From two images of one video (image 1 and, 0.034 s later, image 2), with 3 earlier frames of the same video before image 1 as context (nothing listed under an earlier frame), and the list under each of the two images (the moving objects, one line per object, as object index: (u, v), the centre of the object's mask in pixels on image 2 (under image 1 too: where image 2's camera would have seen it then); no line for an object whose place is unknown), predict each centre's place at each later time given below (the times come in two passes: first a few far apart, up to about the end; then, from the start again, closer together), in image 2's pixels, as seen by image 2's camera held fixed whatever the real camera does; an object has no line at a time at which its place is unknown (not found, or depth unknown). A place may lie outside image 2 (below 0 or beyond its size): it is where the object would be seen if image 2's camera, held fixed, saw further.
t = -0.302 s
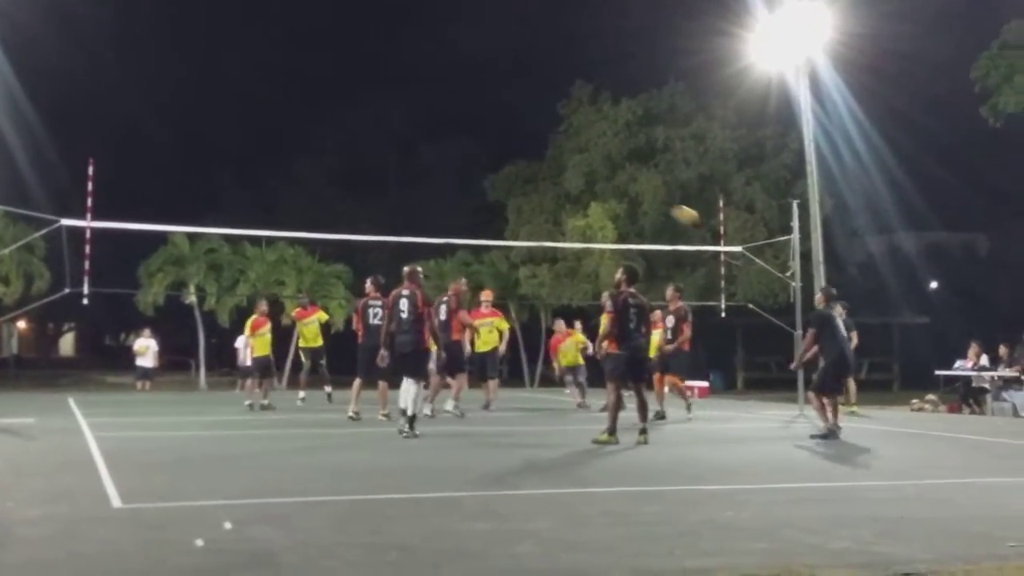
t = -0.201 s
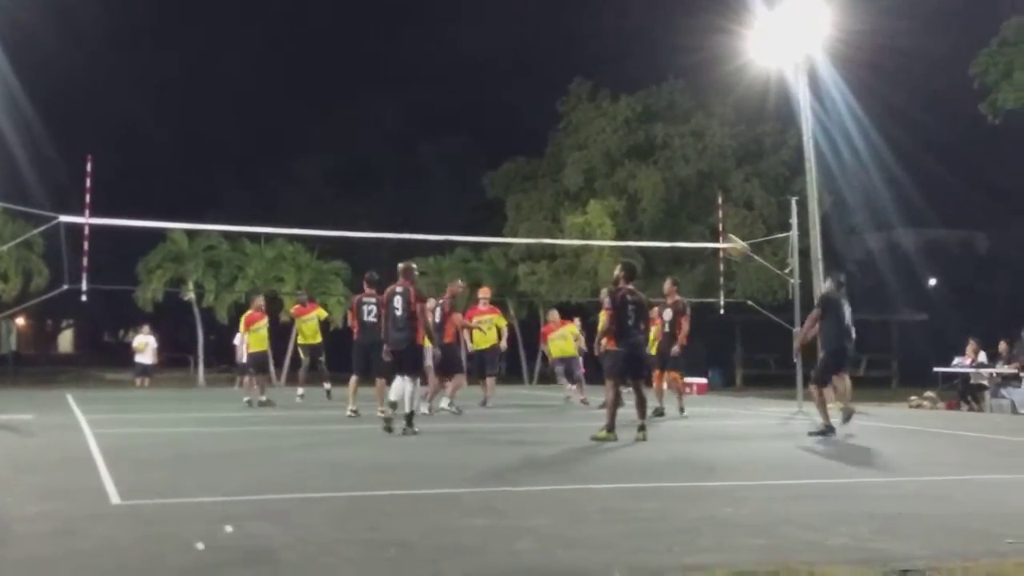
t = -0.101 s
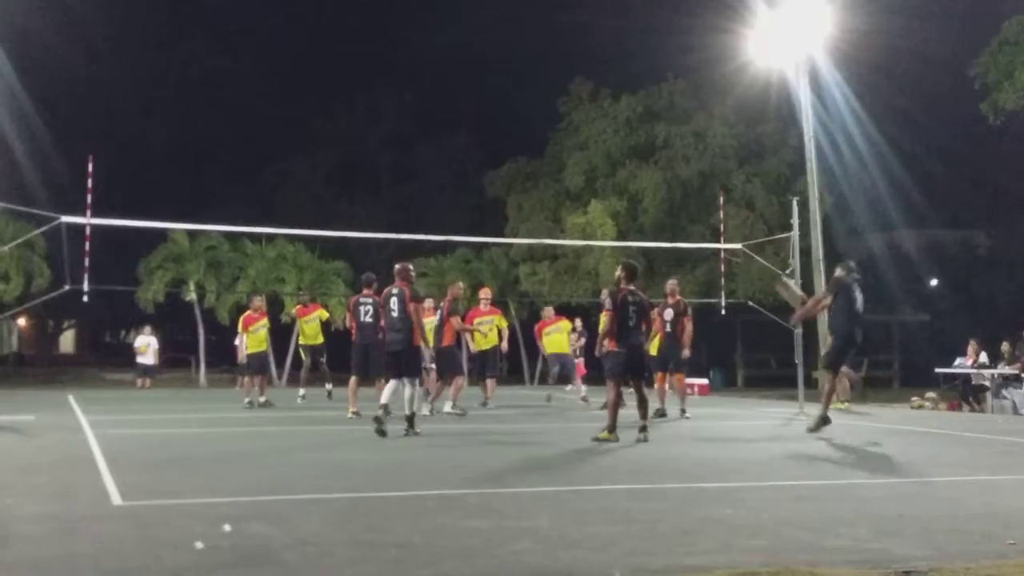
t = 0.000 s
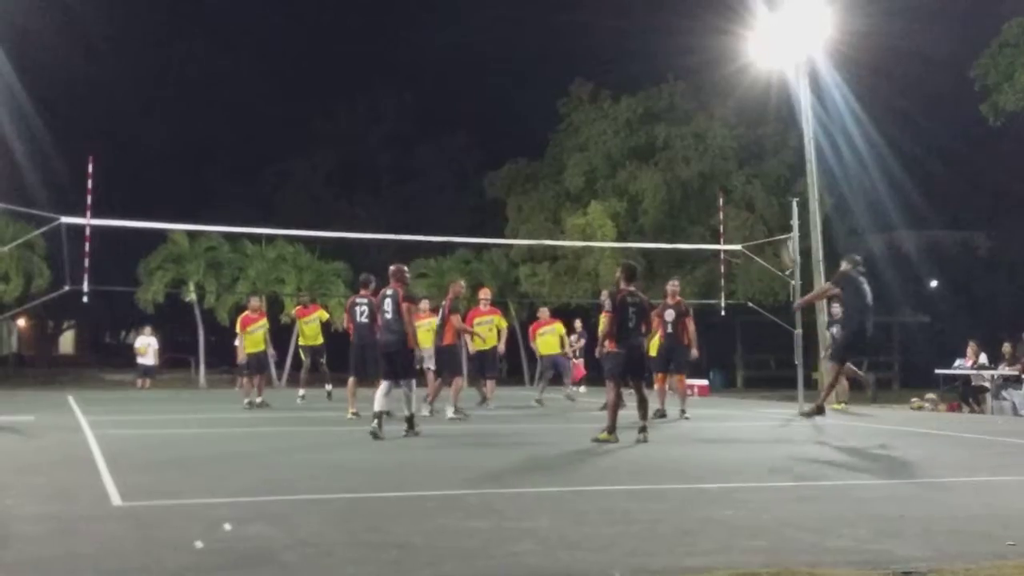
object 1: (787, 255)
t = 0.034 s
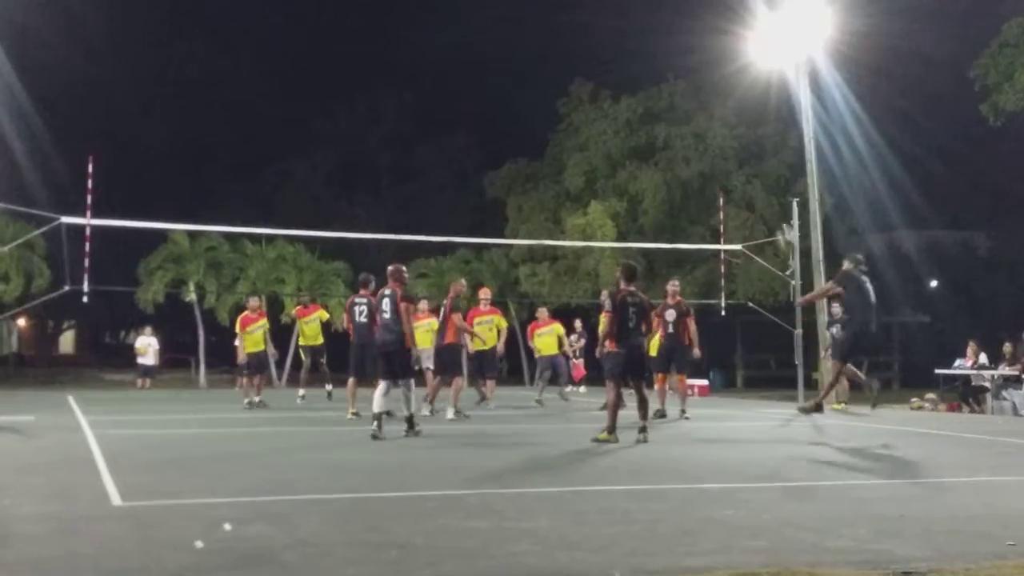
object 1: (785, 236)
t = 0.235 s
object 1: (759, 157)
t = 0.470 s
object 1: (732, 114)
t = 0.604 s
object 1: (718, 108)
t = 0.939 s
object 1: (684, 155)
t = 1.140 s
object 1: (665, 221)
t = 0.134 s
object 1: (771, 193)
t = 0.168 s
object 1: (767, 179)
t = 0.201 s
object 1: (763, 167)
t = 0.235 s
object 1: (759, 157)
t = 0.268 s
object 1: (755, 148)
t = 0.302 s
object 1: (752, 142)
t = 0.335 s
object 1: (747, 133)
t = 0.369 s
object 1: (743, 127)
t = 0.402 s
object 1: (740, 121)
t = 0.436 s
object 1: (735, 117)
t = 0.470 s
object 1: (732, 114)
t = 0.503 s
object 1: (728, 111)
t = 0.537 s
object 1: (725, 110)
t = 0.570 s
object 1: (721, 109)
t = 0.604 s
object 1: (718, 108)
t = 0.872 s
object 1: (690, 139)
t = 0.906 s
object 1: (687, 146)
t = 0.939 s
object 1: (684, 155)
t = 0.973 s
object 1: (681, 164)
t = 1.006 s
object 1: (677, 174)
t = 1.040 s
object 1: (674, 185)
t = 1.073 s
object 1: (671, 196)
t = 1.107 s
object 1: (668, 208)
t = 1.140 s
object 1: (665, 221)
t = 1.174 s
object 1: (662, 233)
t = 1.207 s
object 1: (660, 251)
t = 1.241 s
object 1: (656, 264)
